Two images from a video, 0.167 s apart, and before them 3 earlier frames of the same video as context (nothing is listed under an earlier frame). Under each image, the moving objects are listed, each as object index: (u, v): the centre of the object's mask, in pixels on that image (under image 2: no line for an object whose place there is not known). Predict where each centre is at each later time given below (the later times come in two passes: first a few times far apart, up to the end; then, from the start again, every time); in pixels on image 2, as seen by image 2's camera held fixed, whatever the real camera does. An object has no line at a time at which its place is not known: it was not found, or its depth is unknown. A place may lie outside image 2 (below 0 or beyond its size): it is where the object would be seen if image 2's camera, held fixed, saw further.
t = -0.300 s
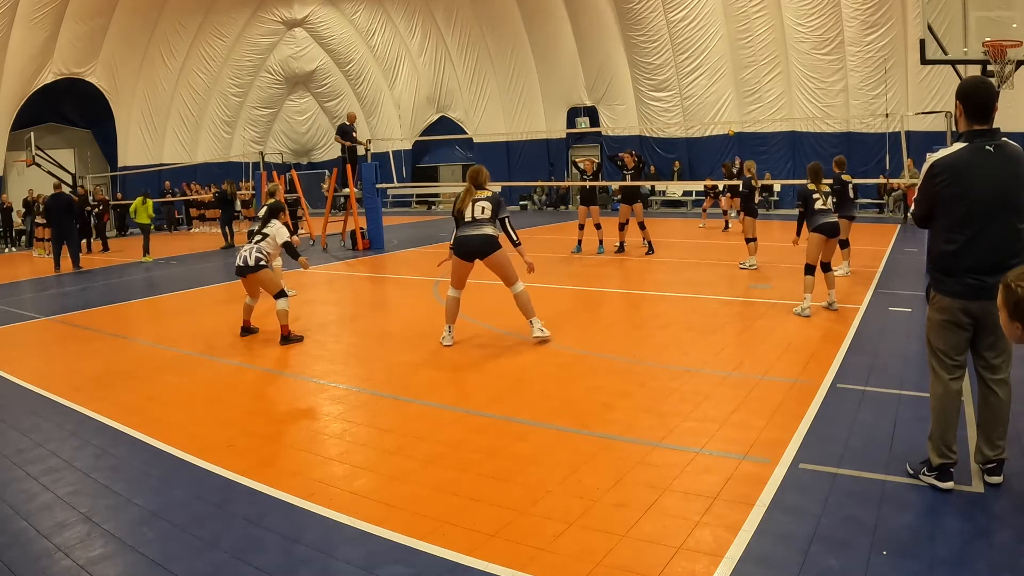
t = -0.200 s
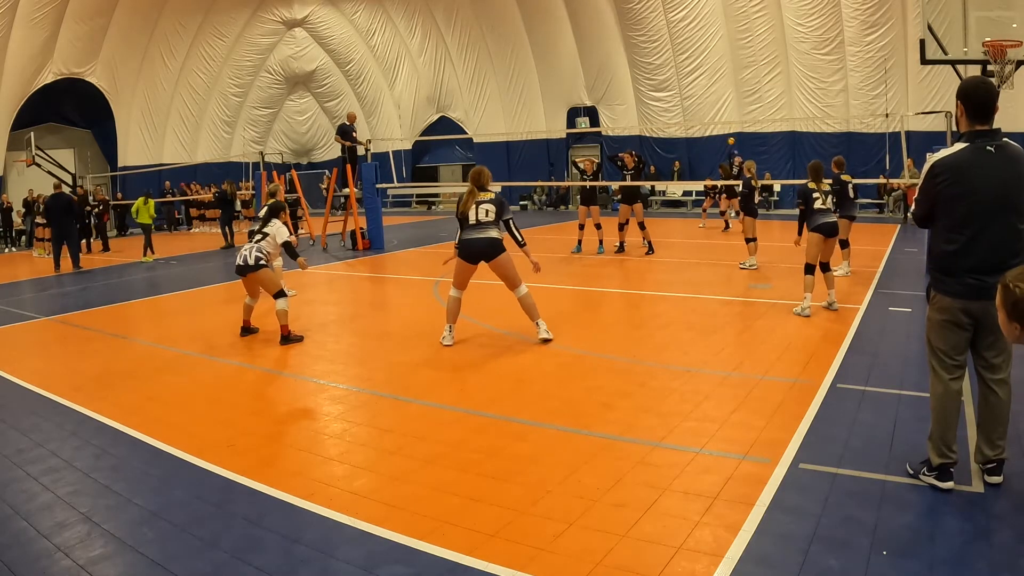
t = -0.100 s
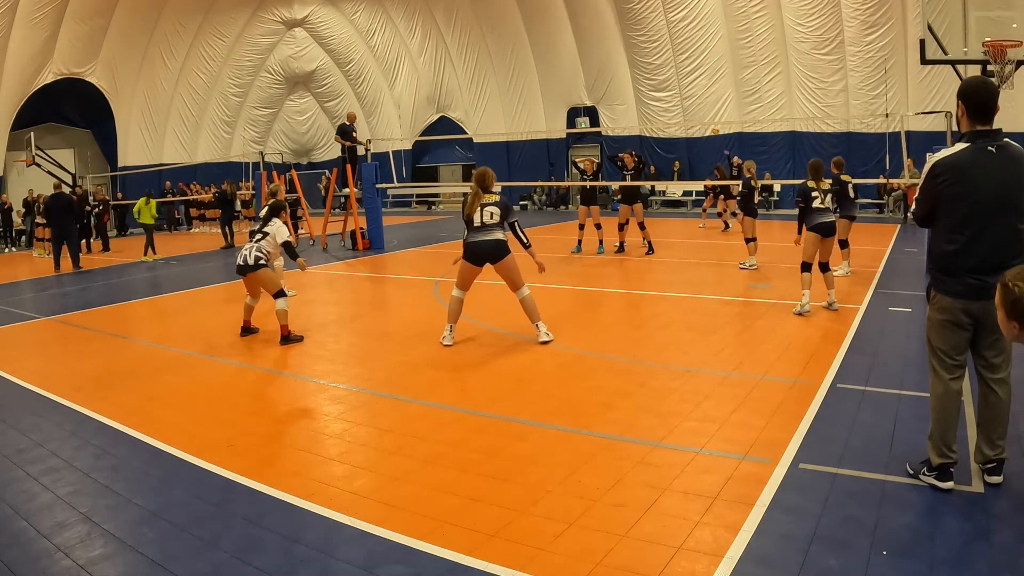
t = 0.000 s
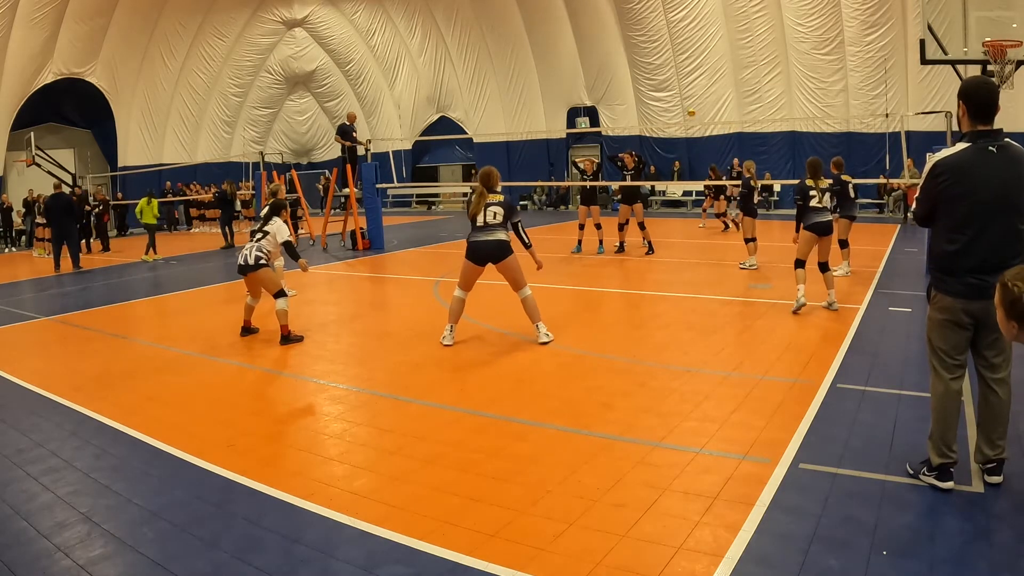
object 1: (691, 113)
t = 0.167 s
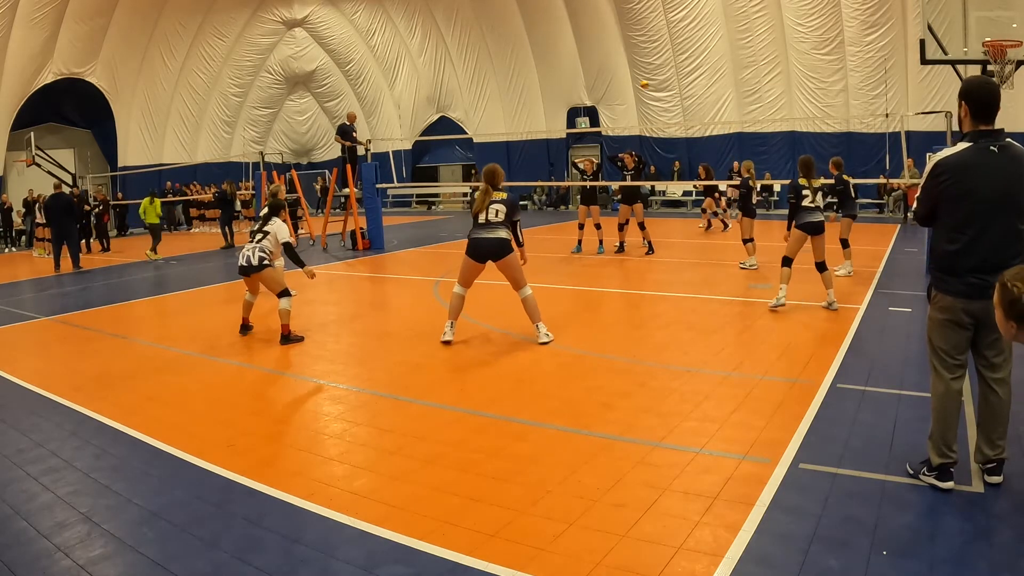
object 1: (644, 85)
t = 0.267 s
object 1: (613, 70)
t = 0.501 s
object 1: (526, 45)
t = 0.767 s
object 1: (390, 49)
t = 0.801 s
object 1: (370, 53)
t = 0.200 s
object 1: (634, 80)
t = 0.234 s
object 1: (624, 75)
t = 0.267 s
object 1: (613, 70)
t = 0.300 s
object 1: (602, 66)
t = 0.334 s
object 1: (591, 62)
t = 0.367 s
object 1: (579, 57)
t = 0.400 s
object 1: (567, 54)
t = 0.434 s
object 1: (554, 50)
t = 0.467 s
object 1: (540, 48)
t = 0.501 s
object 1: (526, 45)
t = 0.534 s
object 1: (511, 43)
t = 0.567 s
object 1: (496, 42)
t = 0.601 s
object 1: (480, 41)
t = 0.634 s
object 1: (463, 41)
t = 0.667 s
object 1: (445, 41)
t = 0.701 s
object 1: (428, 43)
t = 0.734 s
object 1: (409, 46)
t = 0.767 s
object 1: (390, 49)
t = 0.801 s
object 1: (370, 53)
